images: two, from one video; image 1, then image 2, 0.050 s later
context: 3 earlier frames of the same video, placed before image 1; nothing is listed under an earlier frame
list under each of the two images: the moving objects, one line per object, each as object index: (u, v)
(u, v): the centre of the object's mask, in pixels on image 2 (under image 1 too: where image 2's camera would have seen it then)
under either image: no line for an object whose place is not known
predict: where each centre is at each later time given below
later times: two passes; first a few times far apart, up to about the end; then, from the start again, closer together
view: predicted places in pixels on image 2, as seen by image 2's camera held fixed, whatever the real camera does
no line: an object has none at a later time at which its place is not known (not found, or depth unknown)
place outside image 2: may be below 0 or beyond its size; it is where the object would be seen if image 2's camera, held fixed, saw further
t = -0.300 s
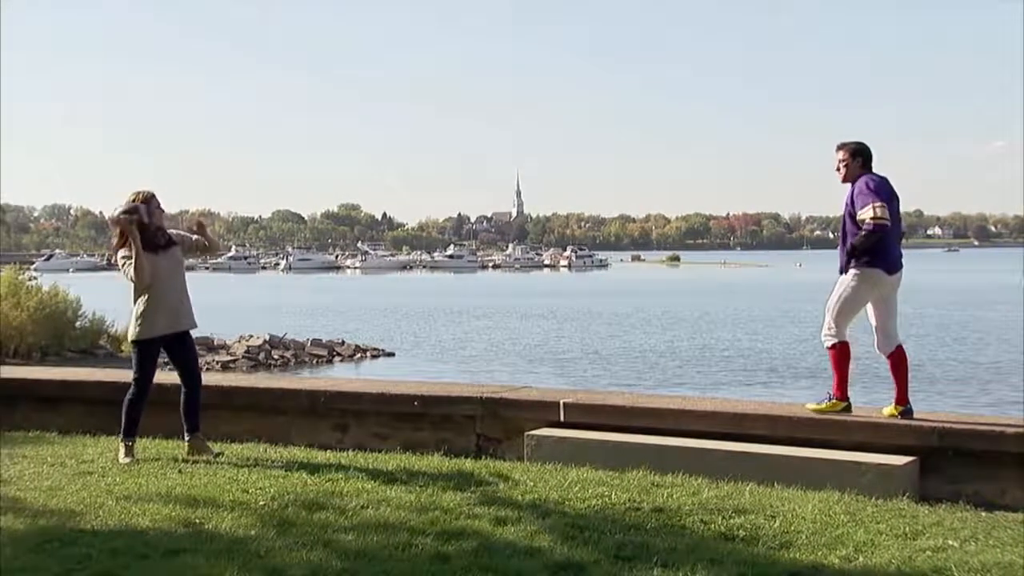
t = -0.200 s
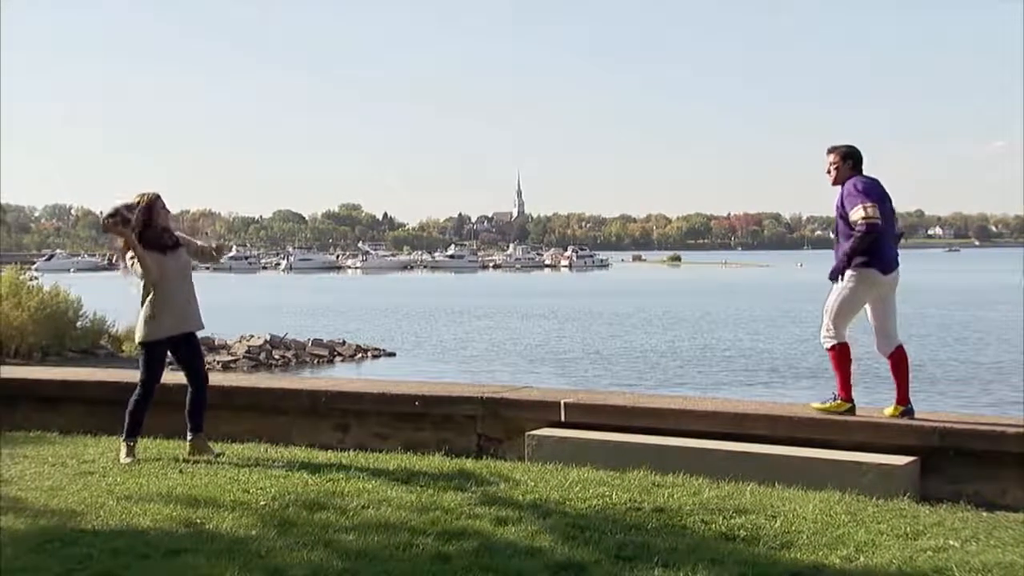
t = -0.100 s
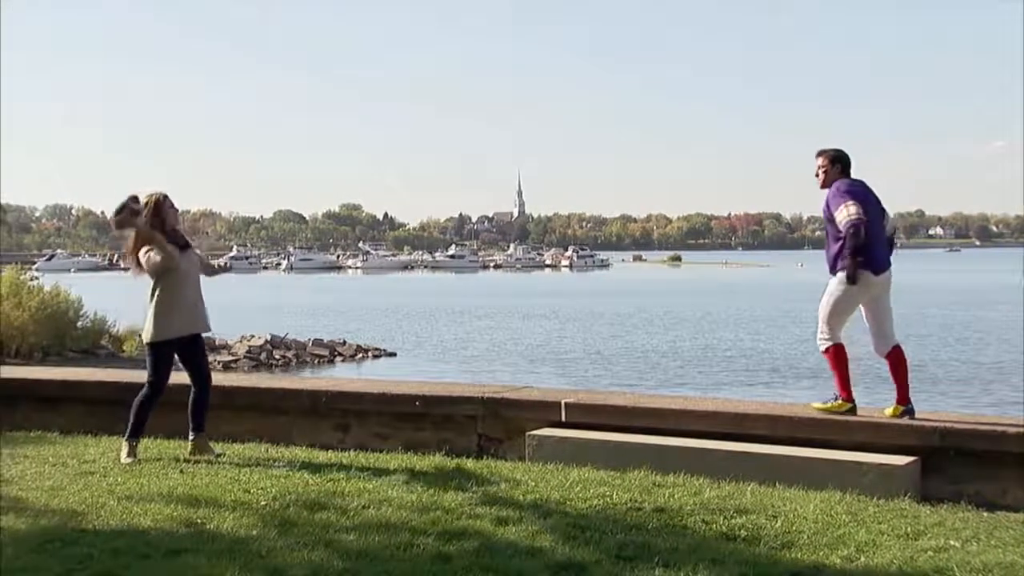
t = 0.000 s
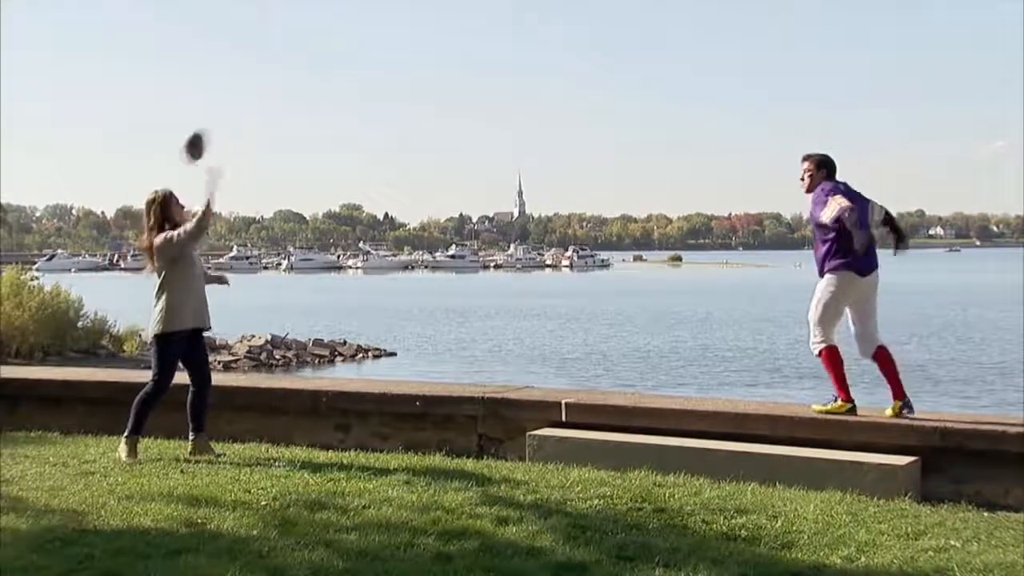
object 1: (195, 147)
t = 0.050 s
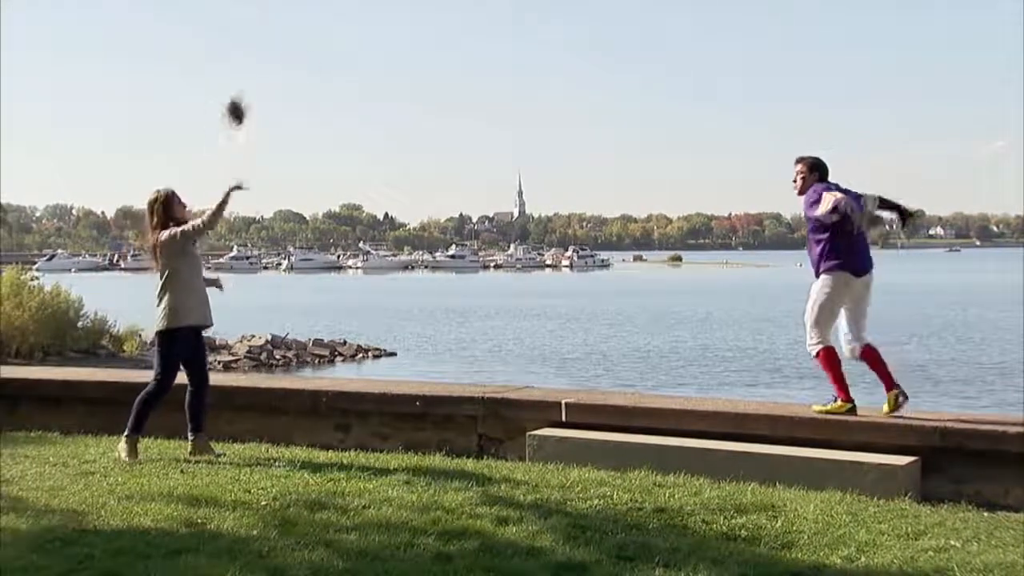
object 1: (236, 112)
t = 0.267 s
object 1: (401, 10)
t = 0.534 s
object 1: (592, 2)
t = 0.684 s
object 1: (689, 24)
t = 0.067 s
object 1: (249, 101)
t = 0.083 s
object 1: (262, 91)
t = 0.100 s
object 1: (275, 80)
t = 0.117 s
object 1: (288, 71)
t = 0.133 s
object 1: (301, 62)
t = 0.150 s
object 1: (313, 54)
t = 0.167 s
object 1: (326, 46)
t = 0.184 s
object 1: (338, 38)
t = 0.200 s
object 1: (351, 31)
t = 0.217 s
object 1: (364, 25)
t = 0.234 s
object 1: (377, 20)
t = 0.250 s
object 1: (389, 14)
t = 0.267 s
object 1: (401, 10)
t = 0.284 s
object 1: (413, 8)
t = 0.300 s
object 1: (424, 6)
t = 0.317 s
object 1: (436, 4)
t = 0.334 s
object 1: (447, 3)
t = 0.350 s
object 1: (458, 2)
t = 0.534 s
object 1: (592, 2)
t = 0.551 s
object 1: (604, 3)
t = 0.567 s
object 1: (615, 4)
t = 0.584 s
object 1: (626, 4)
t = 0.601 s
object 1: (637, 6)
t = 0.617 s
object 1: (646, 7)
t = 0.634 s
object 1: (657, 10)
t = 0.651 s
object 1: (667, 14)
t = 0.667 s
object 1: (677, 19)
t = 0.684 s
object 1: (689, 24)
